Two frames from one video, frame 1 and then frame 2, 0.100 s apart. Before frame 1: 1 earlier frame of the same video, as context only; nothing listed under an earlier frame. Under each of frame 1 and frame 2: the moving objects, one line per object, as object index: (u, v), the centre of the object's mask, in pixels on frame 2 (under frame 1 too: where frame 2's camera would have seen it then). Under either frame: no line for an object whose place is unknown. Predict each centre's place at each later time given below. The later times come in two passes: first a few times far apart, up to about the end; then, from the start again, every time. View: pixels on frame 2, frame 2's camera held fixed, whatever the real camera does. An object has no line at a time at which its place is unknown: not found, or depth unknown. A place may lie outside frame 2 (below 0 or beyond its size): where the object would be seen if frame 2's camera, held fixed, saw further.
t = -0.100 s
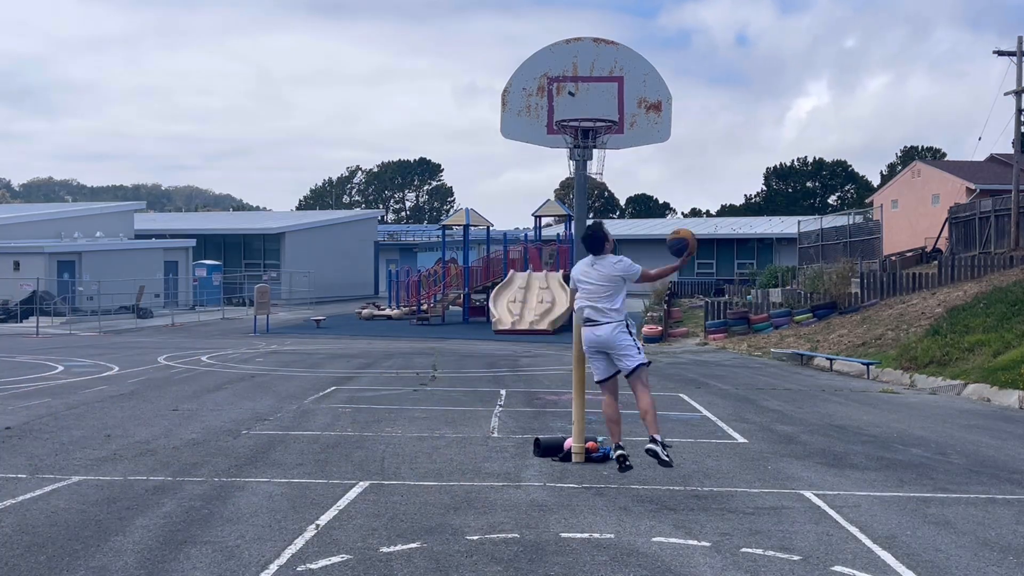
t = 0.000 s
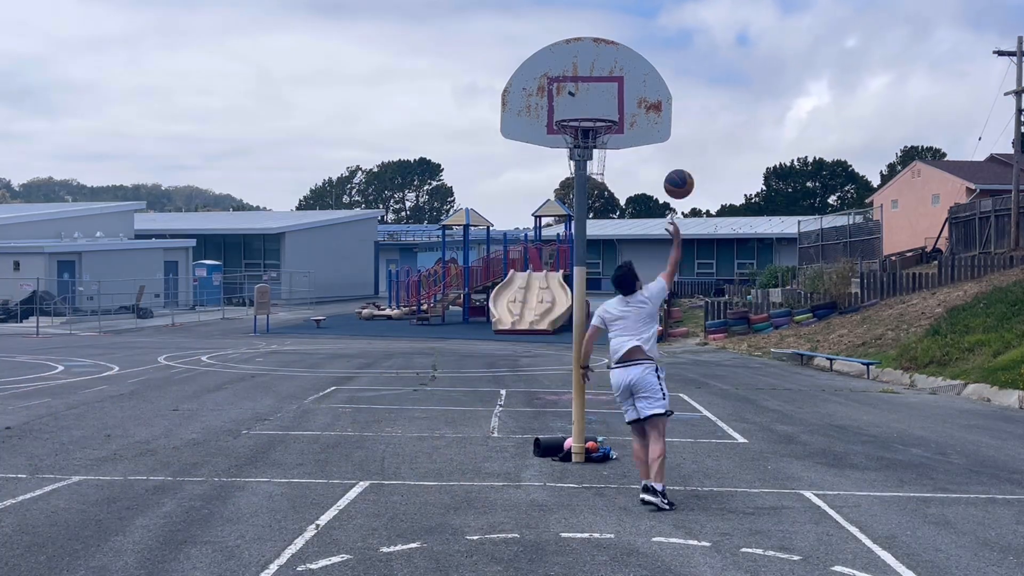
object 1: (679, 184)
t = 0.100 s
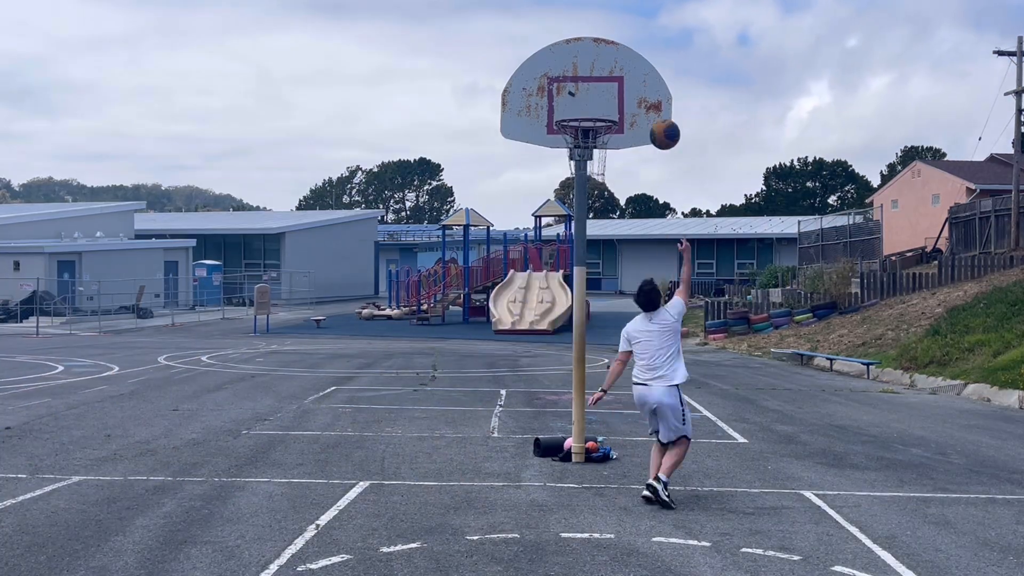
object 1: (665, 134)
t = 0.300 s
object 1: (636, 74)
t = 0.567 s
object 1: (598, 72)
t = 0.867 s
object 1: (600, 136)
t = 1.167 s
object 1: (593, 159)
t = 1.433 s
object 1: (575, 216)
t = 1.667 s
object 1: (560, 332)
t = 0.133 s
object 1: (659, 120)
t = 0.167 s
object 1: (655, 109)
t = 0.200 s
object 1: (650, 98)
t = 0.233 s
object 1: (645, 89)
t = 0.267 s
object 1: (641, 81)
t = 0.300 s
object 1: (636, 74)
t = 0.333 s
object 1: (632, 69)
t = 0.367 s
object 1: (627, 65)
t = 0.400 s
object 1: (622, 63)
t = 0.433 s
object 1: (617, 62)
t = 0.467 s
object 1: (612, 62)
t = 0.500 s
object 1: (608, 64)
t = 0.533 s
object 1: (603, 68)
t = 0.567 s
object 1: (598, 72)
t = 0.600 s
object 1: (593, 78)
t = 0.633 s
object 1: (588, 86)
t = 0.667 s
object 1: (583, 94)
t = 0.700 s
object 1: (578, 104)
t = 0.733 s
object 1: (574, 114)
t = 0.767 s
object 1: (579, 123)
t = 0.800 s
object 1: (586, 128)
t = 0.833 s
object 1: (594, 135)
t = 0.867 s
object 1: (600, 136)
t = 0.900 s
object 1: (601, 137)
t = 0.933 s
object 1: (600, 137)
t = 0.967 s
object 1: (600, 139)
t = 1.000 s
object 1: (599, 141)
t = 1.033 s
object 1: (597, 143)
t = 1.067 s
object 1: (596, 147)
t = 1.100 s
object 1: (594, 151)
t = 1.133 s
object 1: (594, 156)
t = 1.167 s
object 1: (593, 159)
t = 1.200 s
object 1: (591, 163)
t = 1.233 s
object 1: (589, 168)
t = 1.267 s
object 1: (587, 172)
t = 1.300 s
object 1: (585, 178)
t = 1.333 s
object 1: (582, 185)
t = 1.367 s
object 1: (580, 194)
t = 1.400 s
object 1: (577, 204)
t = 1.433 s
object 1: (575, 216)
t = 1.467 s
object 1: (573, 228)
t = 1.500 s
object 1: (571, 242)
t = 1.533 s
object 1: (568, 258)
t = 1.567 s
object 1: (566, 274)
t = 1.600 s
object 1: (564, 292)
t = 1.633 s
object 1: (562, 311)
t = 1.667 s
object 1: (560, 332)
